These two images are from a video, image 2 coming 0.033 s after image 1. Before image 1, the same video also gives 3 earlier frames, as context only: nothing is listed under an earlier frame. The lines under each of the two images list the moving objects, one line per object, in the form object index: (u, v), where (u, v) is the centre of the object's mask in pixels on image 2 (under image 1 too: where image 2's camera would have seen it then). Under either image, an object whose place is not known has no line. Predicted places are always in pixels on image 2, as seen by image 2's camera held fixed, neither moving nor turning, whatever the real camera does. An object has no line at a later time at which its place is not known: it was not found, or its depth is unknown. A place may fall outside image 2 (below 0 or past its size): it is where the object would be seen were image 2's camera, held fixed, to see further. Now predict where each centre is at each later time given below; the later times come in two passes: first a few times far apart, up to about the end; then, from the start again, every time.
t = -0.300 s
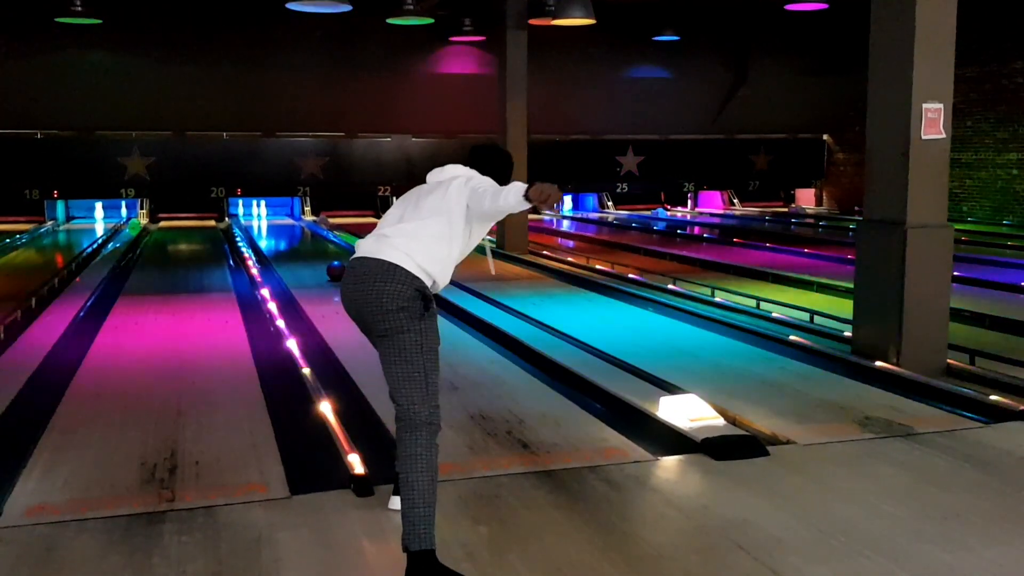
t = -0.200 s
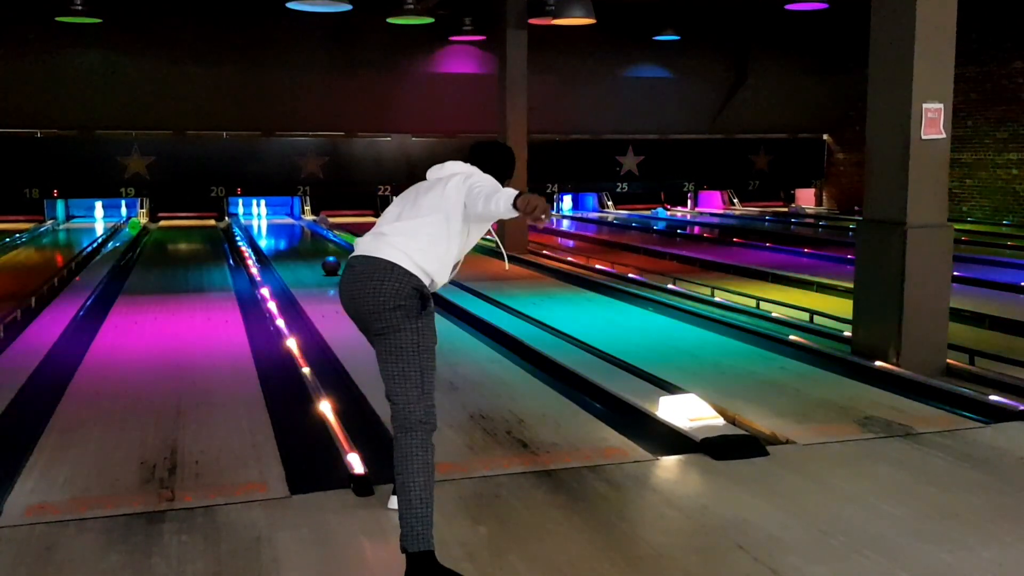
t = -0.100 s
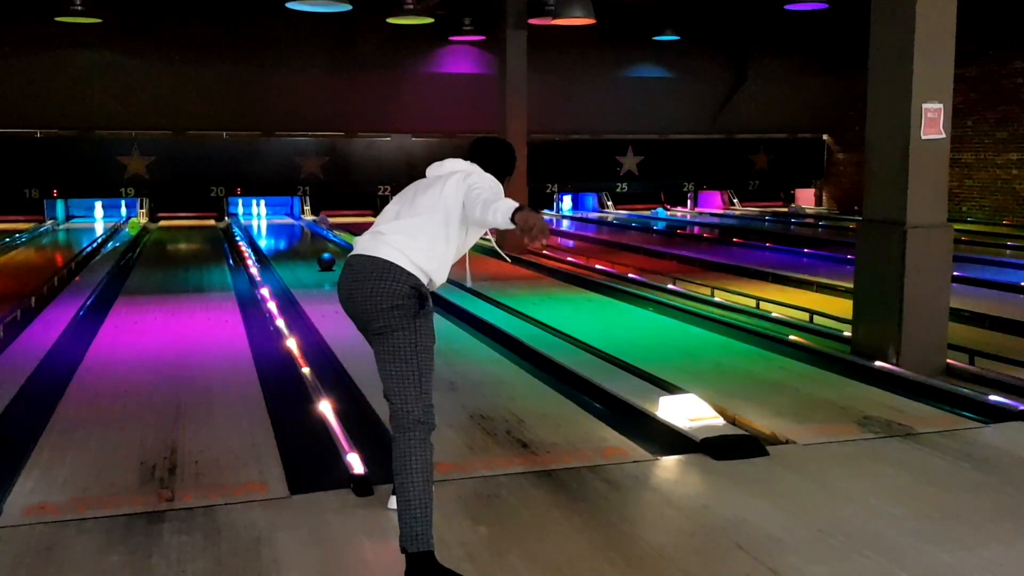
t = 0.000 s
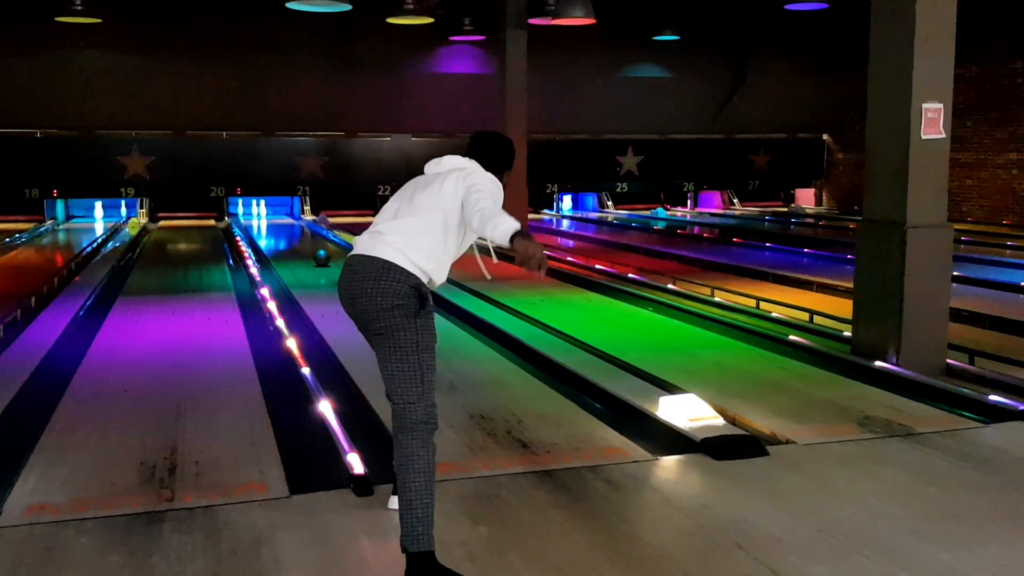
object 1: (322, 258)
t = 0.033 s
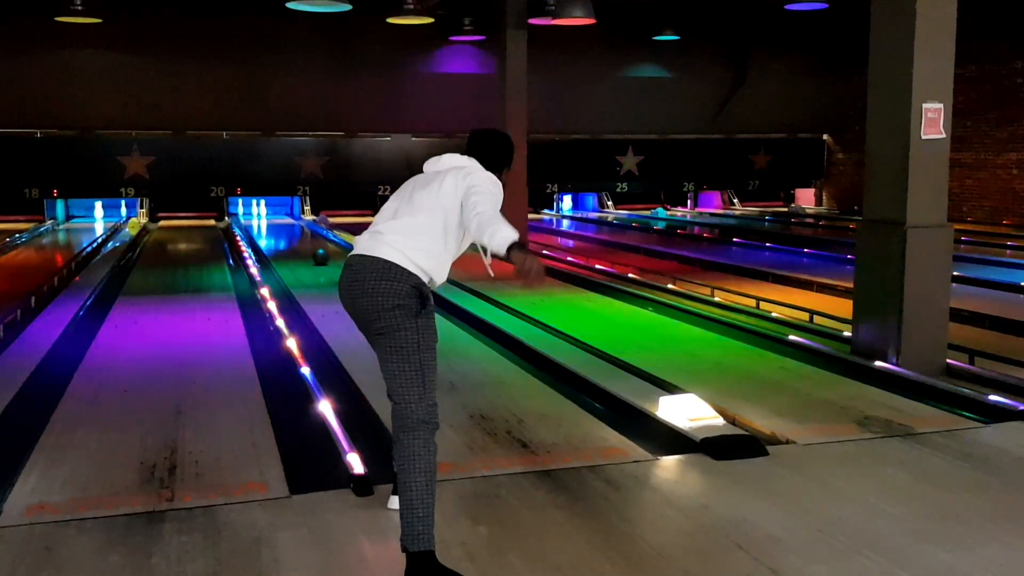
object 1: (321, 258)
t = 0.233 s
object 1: (313, 250)
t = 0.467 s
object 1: (313, 245)
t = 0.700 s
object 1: (300, 237)
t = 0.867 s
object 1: (297, 234)
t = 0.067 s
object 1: (319, 256)
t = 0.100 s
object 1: (318, 255)
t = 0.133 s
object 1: (317, 254)
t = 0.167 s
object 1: (315, 253)
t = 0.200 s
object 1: (314, 252)
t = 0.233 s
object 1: (313, 250)
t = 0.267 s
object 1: (312, 249)
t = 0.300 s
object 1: (311, 249)
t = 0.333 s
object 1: (310, 248)
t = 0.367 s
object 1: (309, 246)
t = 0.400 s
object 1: (308, 246)
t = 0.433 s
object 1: (308, 245)
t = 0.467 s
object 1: (313, 245)
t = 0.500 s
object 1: (306, 242)
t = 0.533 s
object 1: (305, 242)
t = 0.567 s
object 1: (304, 241)
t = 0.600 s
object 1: (303, 239)
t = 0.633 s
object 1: (302, 239)
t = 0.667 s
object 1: (301, 238)
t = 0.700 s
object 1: (300, 237)
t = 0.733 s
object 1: (299, 237)
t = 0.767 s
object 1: (299, 236)
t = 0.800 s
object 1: (300, 238)
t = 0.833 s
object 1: (297, 237)
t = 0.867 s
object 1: (297, 234)
